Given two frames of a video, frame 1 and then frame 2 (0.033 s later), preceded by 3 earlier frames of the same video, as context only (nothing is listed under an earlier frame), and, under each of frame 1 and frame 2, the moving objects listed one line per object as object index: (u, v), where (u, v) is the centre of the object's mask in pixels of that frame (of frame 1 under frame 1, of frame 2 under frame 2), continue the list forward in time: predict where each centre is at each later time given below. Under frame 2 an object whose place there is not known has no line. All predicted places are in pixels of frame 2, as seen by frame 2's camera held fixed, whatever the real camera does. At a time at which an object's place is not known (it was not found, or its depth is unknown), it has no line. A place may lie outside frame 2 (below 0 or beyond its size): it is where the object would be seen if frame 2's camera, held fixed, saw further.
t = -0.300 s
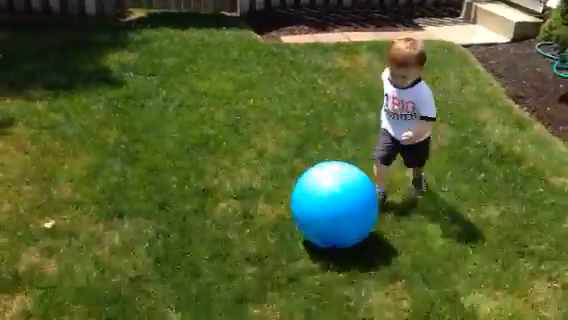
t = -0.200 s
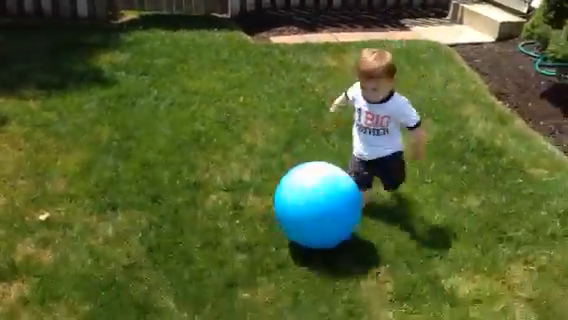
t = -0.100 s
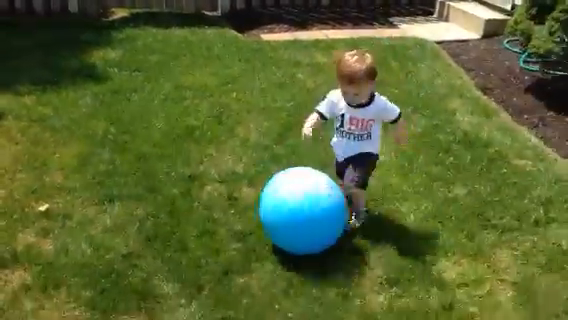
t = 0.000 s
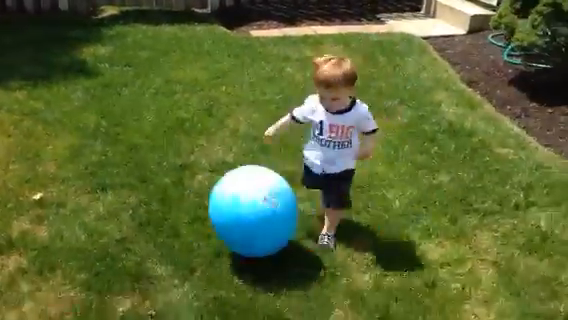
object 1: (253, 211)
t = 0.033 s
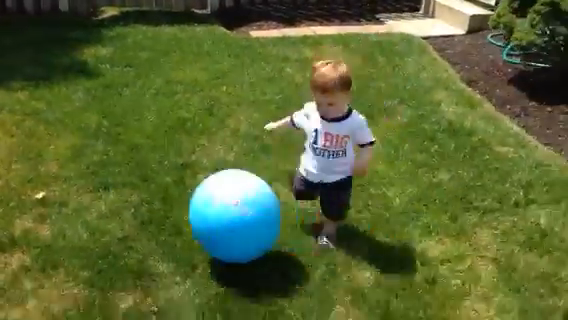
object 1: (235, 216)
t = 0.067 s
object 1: (213, 225)
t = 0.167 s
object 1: (143, 272)
